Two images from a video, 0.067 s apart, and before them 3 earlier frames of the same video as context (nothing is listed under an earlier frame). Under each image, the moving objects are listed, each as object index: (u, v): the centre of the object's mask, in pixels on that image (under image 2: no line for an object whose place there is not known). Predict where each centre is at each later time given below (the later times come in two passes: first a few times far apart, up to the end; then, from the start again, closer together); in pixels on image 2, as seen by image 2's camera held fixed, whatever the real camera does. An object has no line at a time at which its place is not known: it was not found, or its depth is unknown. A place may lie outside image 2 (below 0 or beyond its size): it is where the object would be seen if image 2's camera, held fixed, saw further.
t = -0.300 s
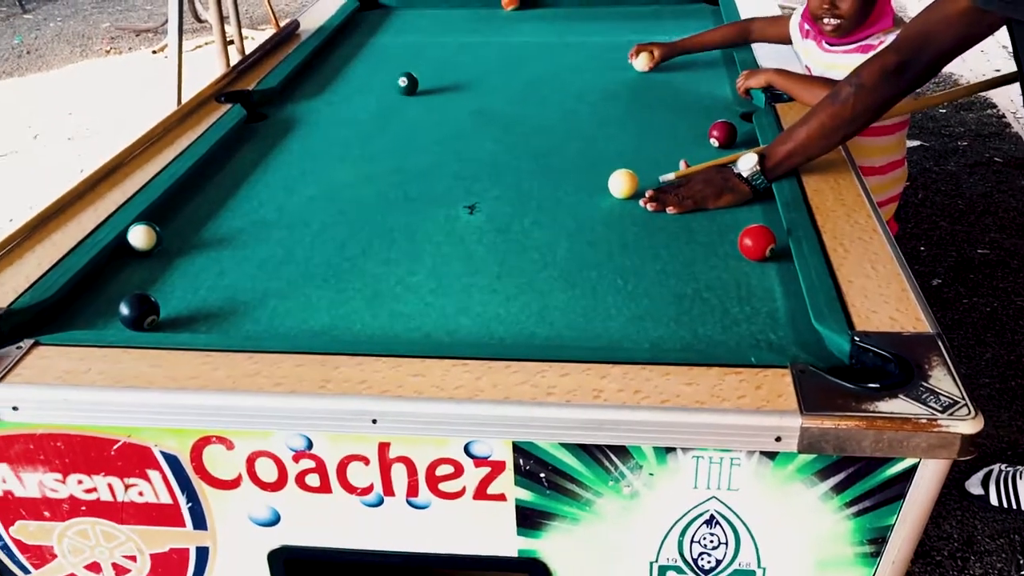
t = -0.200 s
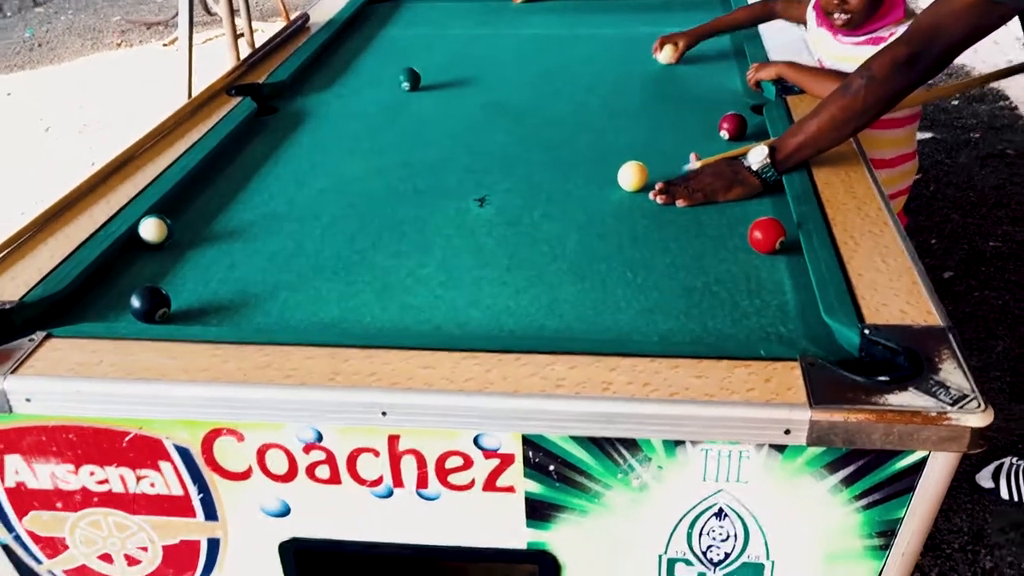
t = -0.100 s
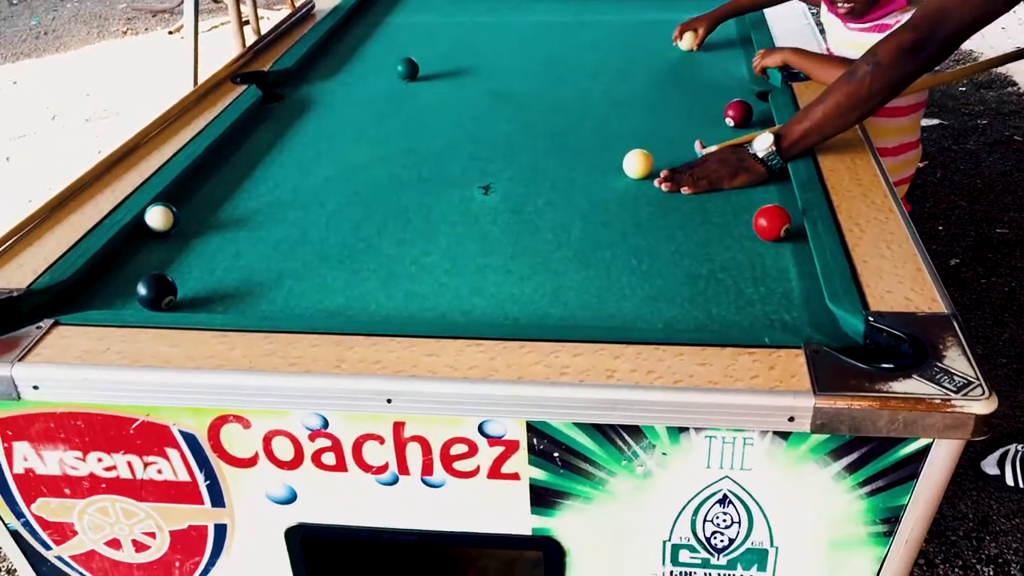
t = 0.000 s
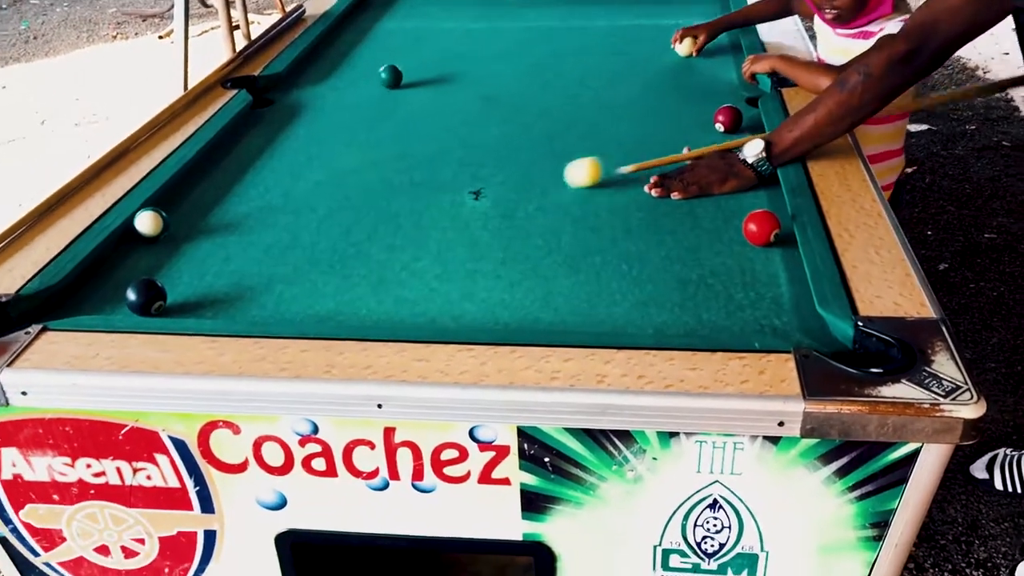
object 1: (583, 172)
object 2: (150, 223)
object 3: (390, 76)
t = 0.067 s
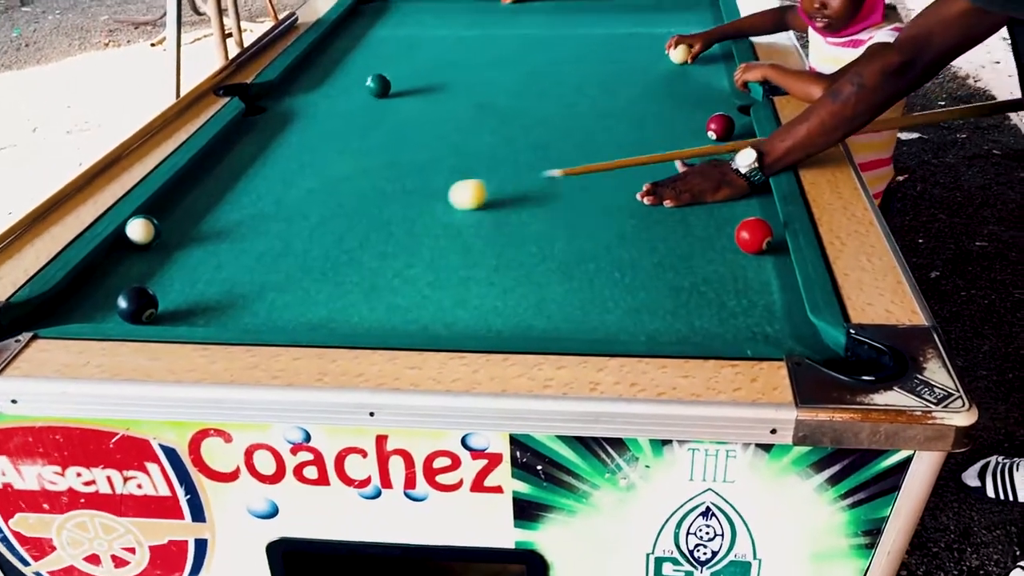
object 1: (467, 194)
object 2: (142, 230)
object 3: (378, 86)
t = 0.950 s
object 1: (213, 207)
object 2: (459, 285)
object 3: (333, 98)
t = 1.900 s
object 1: (302, 188)
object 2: (793, 335)
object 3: (325, 99)
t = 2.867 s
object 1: (327, 176)
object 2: (754, 314)
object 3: (324, 99)
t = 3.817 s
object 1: (326, 175)
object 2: (751, 312)
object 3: (323, 99)
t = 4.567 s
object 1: (324, 176)
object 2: (748, 312)
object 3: (322, 101)
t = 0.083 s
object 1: (441, 197)
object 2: (142, 230)
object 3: (377, 86)
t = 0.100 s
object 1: (415, 200)
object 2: (141, 230)
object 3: (375, 87)
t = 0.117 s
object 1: (390, 203)
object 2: (141, 230)
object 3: (374, 87)
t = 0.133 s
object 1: (365, 206)
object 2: (141, 230)
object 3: (373, 87)
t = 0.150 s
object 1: (340, 209)
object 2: (141, 230)
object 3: (372, 88)
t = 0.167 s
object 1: (317, 212)
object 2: (141, 230)
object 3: (371, 88)
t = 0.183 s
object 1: (293, 214)
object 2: (141, 230)
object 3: (370, 89)
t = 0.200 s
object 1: (270, 217)
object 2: (141, 231)
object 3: (369, 89)
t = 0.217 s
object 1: (248, 219)
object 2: (141, 231)
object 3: (368, 89)
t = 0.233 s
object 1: (225, 222)
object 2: (141, 231)
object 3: (367, 89)
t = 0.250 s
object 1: (202, 224)
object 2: (141, 230)
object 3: (366, 90)
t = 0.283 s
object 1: (179, 226)
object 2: (134, 232)
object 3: (364, 90)
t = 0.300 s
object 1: (181, 225)
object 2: (143, 234)
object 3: (363, 90)
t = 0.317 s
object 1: (182, 223)
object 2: (151, 236)
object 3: (362, 91)
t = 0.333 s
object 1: (183, 221)
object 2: (157, 237)
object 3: (361, 91)
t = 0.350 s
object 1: (184, 220)
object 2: (165, 238)
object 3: (360, 91)
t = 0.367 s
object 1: (183, 217)
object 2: (173, 240)
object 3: (359, 91)
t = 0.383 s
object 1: (180, 217)
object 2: (181, 242)
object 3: (358, 91)
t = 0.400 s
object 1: (177, 217)
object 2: (190, 243)
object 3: (357, 91)
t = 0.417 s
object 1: (175, 218)
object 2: (197, 244)
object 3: (356, 92)
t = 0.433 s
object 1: (173, 218)
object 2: (205, 245)
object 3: (356, 93)
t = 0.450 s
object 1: (169, 218)
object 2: (213, 247)
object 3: (354, 92)
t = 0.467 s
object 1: (166, 217)
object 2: (221, 248)
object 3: (353, 93)
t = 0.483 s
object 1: (163, 217)
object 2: (229, 250)
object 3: (353, 93)
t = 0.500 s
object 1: (160, 216)
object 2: (237, 252)
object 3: (352, 93)
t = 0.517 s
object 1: (158, 216)
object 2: (244, 253)
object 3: (351, 94)
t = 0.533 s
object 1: (155, 215)
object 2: (252, 254)
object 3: (350, 94)
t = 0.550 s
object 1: (154, 215)
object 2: (260, 255)
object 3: (349, 94)
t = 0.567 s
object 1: (157, 215)
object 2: (268, 256)
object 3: (348, 94)
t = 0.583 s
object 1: (159, 214)
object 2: (277, 257)
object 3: (348, 95)
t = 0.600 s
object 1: (162, 214)
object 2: (285, 258)
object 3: (347, 95)
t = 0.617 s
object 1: (164, 214)
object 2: (293, 259)
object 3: (346, 95)
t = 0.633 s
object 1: (167, 213)
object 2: (302, 261)
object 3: (345, 95)
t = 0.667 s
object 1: (172, 213)
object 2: (317, 264)
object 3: (344, 96)
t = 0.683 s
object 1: (175, 213)
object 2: (326, 266)
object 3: (343, 96)
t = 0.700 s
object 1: (177, 212)
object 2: (333, 267)
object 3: (342, 96)
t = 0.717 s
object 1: (180, 212)
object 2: (341, 268)
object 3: (342, 96)
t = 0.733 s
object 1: (183, 211)
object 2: (350, 269)
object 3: (341, 97)
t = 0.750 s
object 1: (185, 211)
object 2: (358, 270)
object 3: (340, 97)
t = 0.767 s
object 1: (188, 211)
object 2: (366, 271)
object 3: (340, 97)
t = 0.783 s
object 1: (190, 210)
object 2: (375, 273)
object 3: (339, 97)
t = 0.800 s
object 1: (193, 210)
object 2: (383, 274)
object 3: (339, 97)
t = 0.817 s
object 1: (195, 210)
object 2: (392, 275)
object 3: (338, 97)
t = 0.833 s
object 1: (197, 209)
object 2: (400, 276)
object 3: (337, 97)
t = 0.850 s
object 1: (199, 209)
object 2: (408, 277)
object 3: (337, 97)
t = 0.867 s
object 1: (202, 209)
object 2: (418, 280)
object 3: (336, 98)
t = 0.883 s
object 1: (204, 208)
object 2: (425, 281)
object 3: (335, 98)
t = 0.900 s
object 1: (206, 208)
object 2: (433, 282)
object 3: (335, 98)
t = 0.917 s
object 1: (209, 208)
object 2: (441, 283)
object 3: (334, 98)
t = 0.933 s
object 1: (211, 207)
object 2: (450, 284)
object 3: (333, 98)
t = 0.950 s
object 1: (213, 207)
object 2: (459, 285)
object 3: (333, 98)
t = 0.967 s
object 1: (215, 207)
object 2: (468, 286)
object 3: (333, 98)
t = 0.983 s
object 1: (218, 206)
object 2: (476, 287)
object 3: (332, 98)
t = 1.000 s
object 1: (220, 206)
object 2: (485, 289)
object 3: (332, 98)
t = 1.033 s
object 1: (224, 205)
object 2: (503, 291)
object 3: (331, 98)
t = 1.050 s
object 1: (226, 205)
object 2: (512, 292)
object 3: (330, 98)
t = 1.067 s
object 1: (228, 204)
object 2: (520, 294)
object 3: (330, 98)
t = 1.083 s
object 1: (230, 204)
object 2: (529, 296)
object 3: (329, 98)
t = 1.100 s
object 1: (232, 204)
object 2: (538, 297)
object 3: (329, 99)
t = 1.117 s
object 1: (234, 203)
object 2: (546, 298)
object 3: (329, 99)
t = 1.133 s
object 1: (236, 203)
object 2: (555, 299)
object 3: (328, 99)
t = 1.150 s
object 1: (238, 203)
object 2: (564, 301)
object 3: (328, 98)
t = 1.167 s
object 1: (239, 202)
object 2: (573, 301)
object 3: (328, 98)
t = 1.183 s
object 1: (242, 202)
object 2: (581, 301)
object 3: (327, 99)
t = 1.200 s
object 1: (243, 201)
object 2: (590, 303)
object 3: (327, 99)
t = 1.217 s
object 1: (245, 201)
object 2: (599, 304)
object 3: (327, 99)
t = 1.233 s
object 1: (247, 201)
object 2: (609, 306)
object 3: (326, 98)
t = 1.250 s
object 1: (249, 201)
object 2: (618, 306)
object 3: (326, 99)
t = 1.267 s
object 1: (251, 200)
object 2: (628, 308)
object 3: (326, 98)
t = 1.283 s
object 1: (252, 200)
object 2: (637, 309)
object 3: (326, 99)
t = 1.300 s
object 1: (254, 200)
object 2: (646, 312)
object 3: (326, 99)
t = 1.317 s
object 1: (256, 199)
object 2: (654, 312)
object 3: (325, 99)
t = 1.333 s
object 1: (257, 199)
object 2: (663, 314)
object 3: (325, 99)
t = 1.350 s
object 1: (259, 198)
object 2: (672, 315)
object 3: (325, 99)
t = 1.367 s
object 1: (261, 198)
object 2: (681, 315)
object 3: (325, 99)
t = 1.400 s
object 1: (264, 197)
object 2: (699, 317)
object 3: (325, 99)
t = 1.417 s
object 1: (266, 197)
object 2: (709, 319)
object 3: (324, 99)
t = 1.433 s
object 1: (267, 197)
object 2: (718, 319)
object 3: (324, 99)
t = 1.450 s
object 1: (268, 196)
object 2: (727, 321)
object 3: (325, 99)
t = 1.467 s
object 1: (270, 196)
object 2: (737, 322)
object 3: (324, 99)
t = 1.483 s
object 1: (271, 196)
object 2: (746, 322)
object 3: (325, 99)
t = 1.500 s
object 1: (273, 195)
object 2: (755, 324)
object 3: (324, 98)
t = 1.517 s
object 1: (274, 195)
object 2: (766, 325)
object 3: (324, 99)
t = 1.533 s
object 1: (276, 195)
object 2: (774, 327)
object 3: (324, 99)
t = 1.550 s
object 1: (277, 194)
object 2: (783, 329)
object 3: (324, 98)
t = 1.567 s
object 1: (278, 194)
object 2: (792, 329)
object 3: (325, 99)
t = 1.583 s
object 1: (280, 194)
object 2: (798, 331)
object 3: (324, 98)
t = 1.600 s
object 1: (281, 193)
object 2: (796, 332)
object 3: (324, 98)
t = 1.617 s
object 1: (283, 193)
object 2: (795, 334)
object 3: (325, 99)
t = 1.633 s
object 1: (284, 193)
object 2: (794, 334)
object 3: (324, 99)
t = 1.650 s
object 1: (286, 192)
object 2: (793, 335)
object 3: (325, 99)
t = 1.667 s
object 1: (287, 192)
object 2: (788, 335)
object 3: (325, 99)
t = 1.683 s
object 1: (288, 192)
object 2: (788, 338)
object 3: (325, 99)
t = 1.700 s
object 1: (289, 192)
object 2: (788, 341)
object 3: (325, 99)
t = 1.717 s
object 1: (290, 191)
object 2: (790, 343)
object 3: (325, 99)
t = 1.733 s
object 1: (291, 191)
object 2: (790, 343)
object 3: (325, 99)
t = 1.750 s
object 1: (292, 190)
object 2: (790, 343)
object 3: (325, 99)
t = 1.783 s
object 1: (295, 190)
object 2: (792, 343)
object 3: (325, 99)
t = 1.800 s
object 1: (296, 189)
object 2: (791, 341)
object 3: (325, 99)
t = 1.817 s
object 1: (297, 189)
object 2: (792, 340)
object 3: (325, 99)
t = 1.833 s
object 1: (298, 189)
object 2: (792, 339)
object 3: (325, 99)
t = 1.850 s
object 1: (299, 189)
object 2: (793, 338)
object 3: (325, 99)
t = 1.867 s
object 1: (300, 188)
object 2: (793, 336)
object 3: (325, 99)
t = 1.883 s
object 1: (301, 188)
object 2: (794, 334)
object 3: (325, 99)
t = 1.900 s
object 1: (302, 188)
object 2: (793, 335)
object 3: (325, 99)
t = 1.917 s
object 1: (303, 187)
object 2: (793, 335)
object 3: (325, 99)
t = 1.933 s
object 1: (304, 187)
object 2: (793, 334)
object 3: (325, 99)
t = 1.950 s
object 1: (305, 187)
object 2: (793, 332)
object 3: (325, 99)
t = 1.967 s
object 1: (305, 186)
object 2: (793, 331)
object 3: (325, 99)
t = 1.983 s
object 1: (306, 186)
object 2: (793, 331)
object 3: (325, 99)
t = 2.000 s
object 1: (307, 186)
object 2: (792, 331)
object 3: (325, 99)
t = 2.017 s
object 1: (308, 186)
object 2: (793, 330)
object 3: (325, 99)
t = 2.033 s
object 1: (309, 185)
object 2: (793, 329)
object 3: (325, 99)
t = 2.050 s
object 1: (309, 185)
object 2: (792, 328)
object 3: (325, 99)
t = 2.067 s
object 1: (310, 185)
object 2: (793, 327)
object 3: (324, 99)
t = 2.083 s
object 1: (311, 184)
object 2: (792, 327)
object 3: (324, 99)
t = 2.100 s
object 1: (311, 184)
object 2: (790, 326)
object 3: (325, 99)
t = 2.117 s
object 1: (312, 184)
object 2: (789, 326)
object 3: (325, 99)
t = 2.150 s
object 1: (313, 183)
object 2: (787, 325)
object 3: (325, 99)
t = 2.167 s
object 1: (314, 183)
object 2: (787, 325)
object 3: (325, 99)
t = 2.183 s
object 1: (315, 183)
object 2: (785, 325)
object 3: (325, 99)
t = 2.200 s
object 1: (315, 183)
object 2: (784, 325)
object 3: (325, 99)
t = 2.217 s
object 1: (316, 182)
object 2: (783, 325)
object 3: (325, 99)
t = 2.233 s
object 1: (316, 182)
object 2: (782, 325)
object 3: (325, 99)
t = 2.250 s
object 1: (317, 182)
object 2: (780, 324)
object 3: (325, 99)
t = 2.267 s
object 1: (317, 182)
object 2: (780, 324)
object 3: (325, 99)
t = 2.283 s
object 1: (318, 181)
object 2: (778, 323)
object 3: (325, 99)
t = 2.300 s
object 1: (318, 181)
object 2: (778, 323)
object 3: (325, 99)
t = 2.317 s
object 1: (319, 181)
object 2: (776, 323)
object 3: (325, 99)
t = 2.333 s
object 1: (319, 181)
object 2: (775, 323)
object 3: (325, 99)
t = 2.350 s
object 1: (319, 181)
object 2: (774, 322)
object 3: (325, 99)
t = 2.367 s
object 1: (320, 180)
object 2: (774, 322)
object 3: (325, 99)
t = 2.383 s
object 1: (320, 180)
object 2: (772, 322)
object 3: (325, 99)
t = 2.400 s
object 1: (321, 180)
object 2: (771, 321)
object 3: (325, 99)
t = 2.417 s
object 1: (321, 180)
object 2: (771, 321)
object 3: (325, 99)
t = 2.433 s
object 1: (321, 180)
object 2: (770, 321)
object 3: (325, 99)
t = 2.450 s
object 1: (322, 179)
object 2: (769, 321)
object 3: (325, 99)
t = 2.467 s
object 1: (322, 179)
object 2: (768, 320)
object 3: (325, 99)
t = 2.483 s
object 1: (322, 179)
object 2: (767, 320)
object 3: (325, 99)
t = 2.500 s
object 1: (323, 179)
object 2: (766, 319)
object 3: (325, 99)
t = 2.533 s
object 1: (323, 178)
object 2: (765, 319)
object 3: (325, 99)
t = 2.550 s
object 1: (323, 178)
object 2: (764, 319)
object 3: (325, 99)
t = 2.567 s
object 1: (324, 178)
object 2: (764, 319)
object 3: (325, 99)
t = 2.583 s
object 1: (324, 178)
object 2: (763, 318)
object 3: (324, 99)
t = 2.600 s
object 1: (324, 178)
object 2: (762, 318)
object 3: (325, 99)
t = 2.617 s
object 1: (324, 178)
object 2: (762, 318)
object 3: (324, 99)
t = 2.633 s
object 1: (325, 178)
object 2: (761, 317)
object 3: (324, 99)
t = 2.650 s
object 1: (325, 177)
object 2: (760, 317)
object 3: (324, 99)
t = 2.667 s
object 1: (325, 177)
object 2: (760, 317)
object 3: (325, 99)
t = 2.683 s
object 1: (325, 177)
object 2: (759, 317)
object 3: (324, 99)
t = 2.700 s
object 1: (326, 177)
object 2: (758, 316)
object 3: (324, 99)
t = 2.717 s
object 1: (326, 177)
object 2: (758, 316)
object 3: (324, 99)
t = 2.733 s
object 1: (326, 177)
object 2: (757, 316)
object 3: (324, 99)
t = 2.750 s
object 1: (326, 177)
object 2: (757, 316)
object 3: (324, 99)
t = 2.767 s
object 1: (326, 176)
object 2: (757, 315)
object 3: (324, 99)
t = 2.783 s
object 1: (326, 176)
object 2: (756, 315)
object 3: (324, 99)
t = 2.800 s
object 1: (327, 176)
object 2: (756, 315)
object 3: (324, 99)
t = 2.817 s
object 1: (327, 176)
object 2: (755, 315)
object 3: (324, 99)
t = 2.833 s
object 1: (327, 176)
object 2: (755, 315)
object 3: (324, 99)
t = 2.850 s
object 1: (327, 176)
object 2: (755, 315)
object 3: (324, 99)
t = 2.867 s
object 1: (327, 176)
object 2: (754, 314)
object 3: (324, 99)
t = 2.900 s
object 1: (327, 176)
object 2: (754, 314)
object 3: (324, 99)
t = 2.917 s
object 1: (327, 176)
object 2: (754, 314)
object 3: (324, 99)
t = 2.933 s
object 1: (327, 176)
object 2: (753, 314)
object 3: (324, 99)
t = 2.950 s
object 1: (327, 176)
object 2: (753, 314)
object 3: (324, 99)
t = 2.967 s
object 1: (327, 176)
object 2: (753, 314)
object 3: (324, 99)
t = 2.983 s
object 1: (327, 176)
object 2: (753, 314)
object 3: (324, 99)
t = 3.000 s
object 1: (327, 175)
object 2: (753, 313)
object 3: (324, 99)
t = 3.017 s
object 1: (327, 175)
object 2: (752, 313)
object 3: (324, 99)
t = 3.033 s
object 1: (327, 175)
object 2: (752, 313)
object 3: (324, 99)
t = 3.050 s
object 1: (327, 175)
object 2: (752, 313)
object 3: (324, 99)
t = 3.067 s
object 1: (327, 175)
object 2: (752, 313)
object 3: (324, 99)
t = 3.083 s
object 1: (327, 175)
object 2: (751, 313)
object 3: (324, 99)
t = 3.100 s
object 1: (327, 175)
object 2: (751, 313)
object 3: (324, 99)
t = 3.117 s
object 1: (327, 175)
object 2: (751, 313)
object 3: (324, 99)
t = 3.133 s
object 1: (327, 175)
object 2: (751, 312)
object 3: (324, 99)
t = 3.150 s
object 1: (327, 175)
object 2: (751, 312)
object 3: (324, 99)
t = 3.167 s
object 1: (327, 175)
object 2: (751, 312)
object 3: (324, 99)
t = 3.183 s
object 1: (327, 175)
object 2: (751, 312)
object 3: (324, 99)
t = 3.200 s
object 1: (327, 175)
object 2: (751, 312)
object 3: (324, 99)
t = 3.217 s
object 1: (327, 175)
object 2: (751, 312)
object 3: (324, 100)
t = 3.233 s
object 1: (327, 175)
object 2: (751, 312)
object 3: (324, 99)
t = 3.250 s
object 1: (327, 175)
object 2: (751, 312)
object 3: (324, 99)
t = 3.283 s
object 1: (326, 175)
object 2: (751, 312)
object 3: (324, 100)
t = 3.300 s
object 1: (326, 175)
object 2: (751, 312)
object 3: (324, 100)
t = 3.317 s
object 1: (326, 175)
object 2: (751, 312)
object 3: (323, 100)
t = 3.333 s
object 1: (326, 175)
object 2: (751, 313)
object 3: (323, 99)
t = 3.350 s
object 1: (326, 175)
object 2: (751, 312)
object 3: (323, 100)
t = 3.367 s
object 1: (326, 175)
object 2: (751, 313)
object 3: (323, 100)
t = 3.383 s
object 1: (326, 175)
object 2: (751, 313)
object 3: (323, 99)
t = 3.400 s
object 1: (326, 175)
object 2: (751, 313)
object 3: (323, 99)
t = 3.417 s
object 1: (326, 175)
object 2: (751, 313)
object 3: (323, 99)
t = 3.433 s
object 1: (326, 175)
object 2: (751, 312)
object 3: (324, 99)
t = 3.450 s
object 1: (326, 175)
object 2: (751, 312)
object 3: (323, 99)
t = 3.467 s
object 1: (326, 175)
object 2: (751, 312)
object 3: (323, 99)
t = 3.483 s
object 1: (326, 175)
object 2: (751, 312)
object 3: (323, 99)
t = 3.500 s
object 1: (326, 175)
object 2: (751, 313)
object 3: (323, 99)
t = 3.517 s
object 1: (326, 175)
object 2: (751, 313)
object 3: (323, 99)
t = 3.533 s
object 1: (326, 175)
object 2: (751, 312)
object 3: (323, 99)
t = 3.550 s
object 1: (326, 175)
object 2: (751, 312)
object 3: (323, 99)
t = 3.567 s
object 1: (326, 175)
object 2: (751, 312)
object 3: (323, 99)
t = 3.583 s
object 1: (326, 175)
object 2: (751, 312)
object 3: (323, 99)
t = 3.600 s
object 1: (326, 175)
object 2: (751, 312)
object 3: (323, 99)
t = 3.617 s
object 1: (326, 175)
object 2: (751, 312)
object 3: (323, 99)
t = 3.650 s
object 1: (326, 175)
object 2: (751, 313)
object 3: (323, 99)
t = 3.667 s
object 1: (326, 175)
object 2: (751, 313)
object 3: (323, 99)
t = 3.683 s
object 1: (326, 175)
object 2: (751, 312)
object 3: (323, 99)
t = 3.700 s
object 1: (326, 175)
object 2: (751, 313)
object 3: (323, 99)
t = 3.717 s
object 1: (326, 175)
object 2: (751, 312)
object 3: (323, 99)
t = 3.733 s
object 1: (326, 175)
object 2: (751, 312)
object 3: (323, 99)
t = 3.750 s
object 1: (326, 175)
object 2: (751, 312)
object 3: (323, 99)
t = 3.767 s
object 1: (326, 175)
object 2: (751, 313)
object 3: (323, 99)
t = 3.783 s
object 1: (326, 175)
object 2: (751, 312)
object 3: (323, 99)
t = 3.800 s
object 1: (326, 175)
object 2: (751, 312)
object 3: (323, 99)
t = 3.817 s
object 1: (326, 175)
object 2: (751, 312)
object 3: (323, 99)
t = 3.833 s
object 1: (326, 175)
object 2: (751, 312)
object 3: (323, 99)
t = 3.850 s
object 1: (326, 175)
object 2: (751, 312)
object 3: (323, 99)
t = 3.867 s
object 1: (326, 175)
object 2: (751, 312)
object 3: (323, 99)
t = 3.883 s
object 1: (326, 175)
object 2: (751, 312)
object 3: (323, 99)
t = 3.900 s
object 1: (326, 175)
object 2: (751, 312)
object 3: (323, 99)
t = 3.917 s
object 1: (326, 175)
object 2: (751, 312)
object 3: (323, 99)
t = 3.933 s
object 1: (325, 175)
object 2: (751, 312)
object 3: (323, 99)
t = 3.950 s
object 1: (325, 175)
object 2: (751, 312)
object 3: (323, 99)
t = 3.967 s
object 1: (325, 175)
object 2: (751, 312)
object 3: (323, 99)
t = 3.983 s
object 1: (325, 175)
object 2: (751, 312)
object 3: (323, 99)
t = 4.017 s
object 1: (325, 175)
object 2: (751, 313)
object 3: (323, 99)
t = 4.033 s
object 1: (325, 175)
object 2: (751, 312)
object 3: (323, 99)
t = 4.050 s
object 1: (325, 174)
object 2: (751, 312)
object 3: (323, 99)
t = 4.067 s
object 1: (325, 174)
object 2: (751, 312)
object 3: (322, 99)
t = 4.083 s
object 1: (325, 174)
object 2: (751, 312)
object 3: (323, 99)
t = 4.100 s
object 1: (325, 174)
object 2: (751, 312)
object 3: (322, 99)
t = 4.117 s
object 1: (325, 175)
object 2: (751, 312)
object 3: (322, 99)
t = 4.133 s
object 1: (325, 175)
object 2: (751, 312)
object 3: (322, 99)
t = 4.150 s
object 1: (325, 175)
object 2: (751, 312)
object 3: (322, 99)
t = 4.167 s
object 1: (325, 175)
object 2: (751, 313)
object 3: (322, 100)
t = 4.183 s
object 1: (325, 175)
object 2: (751, 313)
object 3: (322, 100)
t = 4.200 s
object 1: (325, 175)
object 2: (751, 312)
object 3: (322, 100)
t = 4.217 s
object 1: (325, 175)
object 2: (751, 312)
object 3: (322, 100)
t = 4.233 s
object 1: (325, 175)
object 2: (751, 312)
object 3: (322, 100)
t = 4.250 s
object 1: (325, 175)
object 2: (751, 312)
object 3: (322, 100)
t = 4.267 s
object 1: (325, 175)
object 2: (751, 312)
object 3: (322, 100)
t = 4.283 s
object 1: (325, 175)
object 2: (751, 312)
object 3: (322, 100)
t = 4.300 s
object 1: (325, 176)
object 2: (751, 313)
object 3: (322, 100)
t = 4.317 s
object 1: (325, 176)
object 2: (751, 313)
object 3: (322, 100)
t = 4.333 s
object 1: (325, 176)
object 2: (750, 312)
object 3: (322, 100)
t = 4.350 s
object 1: (325, 176)
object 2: (750, 313)
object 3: (322, 100)
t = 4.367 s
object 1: (325, 176)
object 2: (750, 312)
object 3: (322, 101)
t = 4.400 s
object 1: (325, 176)
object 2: (750, 312)
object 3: (322, 101)
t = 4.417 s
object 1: (325, 176)
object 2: (750, 312)
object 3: (322, 101)
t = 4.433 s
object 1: (325, 176)
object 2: (750, 312)
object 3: (322, 101)
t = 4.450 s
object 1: (325, 176)
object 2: (749, 312)
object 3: (322, 101)
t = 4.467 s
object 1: (324, 176)
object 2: (749, 312)
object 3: (322, 101)
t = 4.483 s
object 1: (325, 176)
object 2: (749, 312)
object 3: (322, 101)
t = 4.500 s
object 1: (325, 176)
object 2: (749, 312)
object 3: (322, 101)
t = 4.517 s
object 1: (324, 176)
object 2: (749, 312)
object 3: (322, 101)
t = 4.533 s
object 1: (325, 176)
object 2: (748, 312)
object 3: (322, 101)
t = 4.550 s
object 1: (324, 176)
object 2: (748, 312)
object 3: (322, 101)
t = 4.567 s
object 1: (324, 176)
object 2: (748, 312)
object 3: (322, 101)
